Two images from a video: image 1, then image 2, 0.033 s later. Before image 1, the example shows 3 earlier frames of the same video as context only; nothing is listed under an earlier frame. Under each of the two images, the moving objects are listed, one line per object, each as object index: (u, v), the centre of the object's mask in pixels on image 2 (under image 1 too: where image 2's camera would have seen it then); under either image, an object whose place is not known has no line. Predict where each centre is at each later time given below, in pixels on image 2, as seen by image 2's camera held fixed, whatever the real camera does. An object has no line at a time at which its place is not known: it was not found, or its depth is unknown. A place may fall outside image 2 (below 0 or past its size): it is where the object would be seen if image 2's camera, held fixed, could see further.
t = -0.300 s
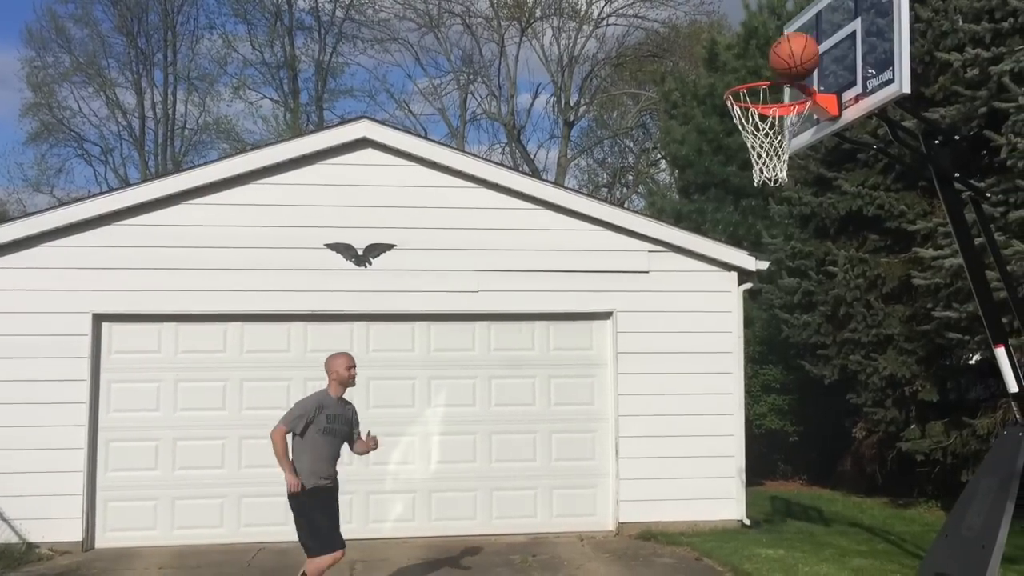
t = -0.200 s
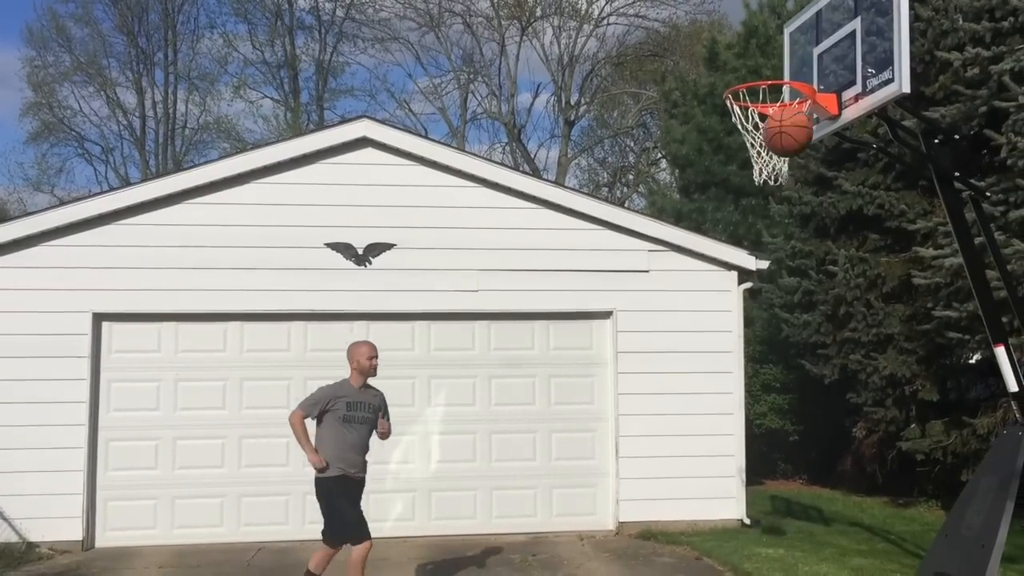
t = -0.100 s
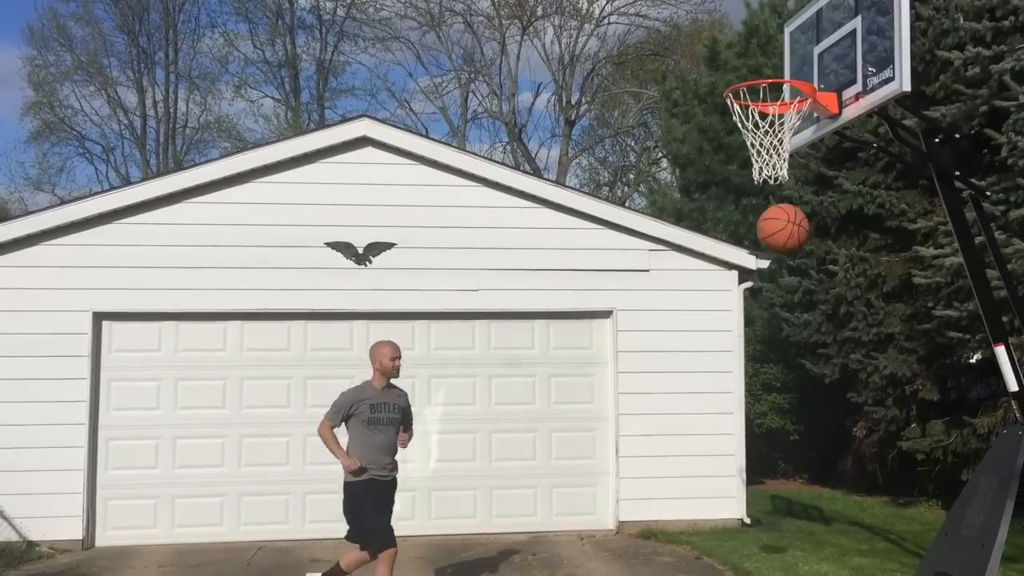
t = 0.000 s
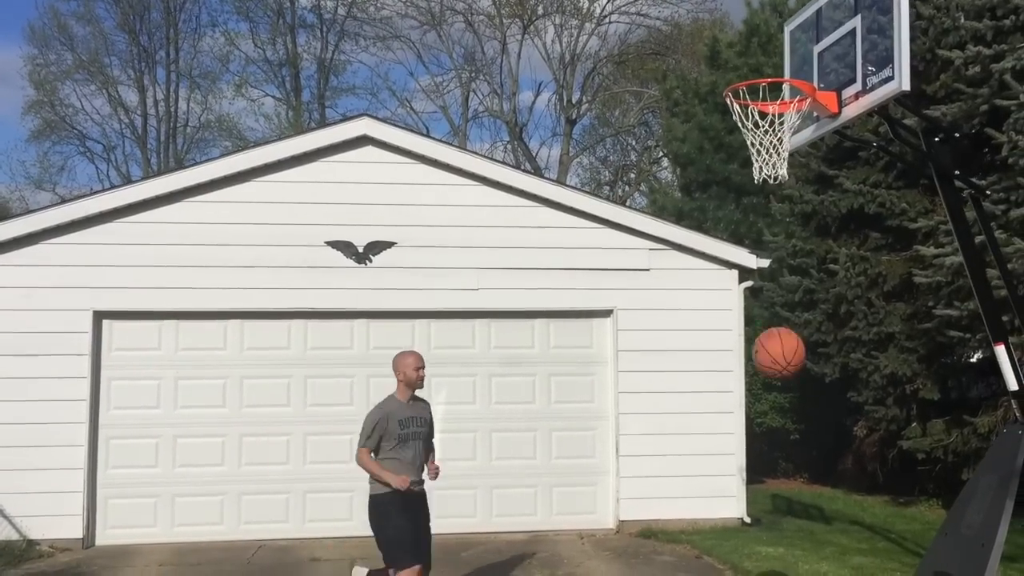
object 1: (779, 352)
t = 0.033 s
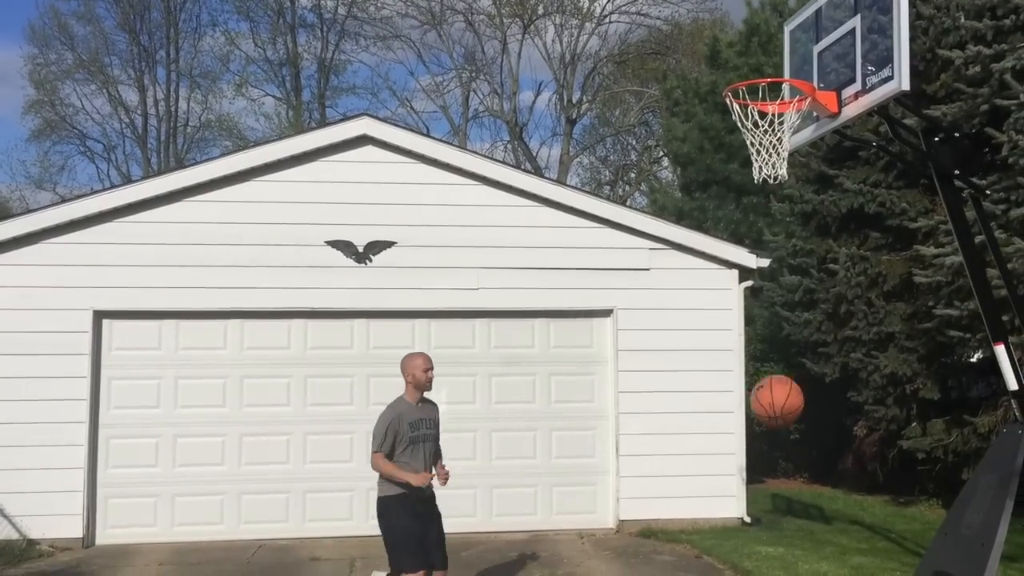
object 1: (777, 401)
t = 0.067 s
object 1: (775, 453)
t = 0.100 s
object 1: (773, 508)
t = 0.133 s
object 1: (772, 559)
